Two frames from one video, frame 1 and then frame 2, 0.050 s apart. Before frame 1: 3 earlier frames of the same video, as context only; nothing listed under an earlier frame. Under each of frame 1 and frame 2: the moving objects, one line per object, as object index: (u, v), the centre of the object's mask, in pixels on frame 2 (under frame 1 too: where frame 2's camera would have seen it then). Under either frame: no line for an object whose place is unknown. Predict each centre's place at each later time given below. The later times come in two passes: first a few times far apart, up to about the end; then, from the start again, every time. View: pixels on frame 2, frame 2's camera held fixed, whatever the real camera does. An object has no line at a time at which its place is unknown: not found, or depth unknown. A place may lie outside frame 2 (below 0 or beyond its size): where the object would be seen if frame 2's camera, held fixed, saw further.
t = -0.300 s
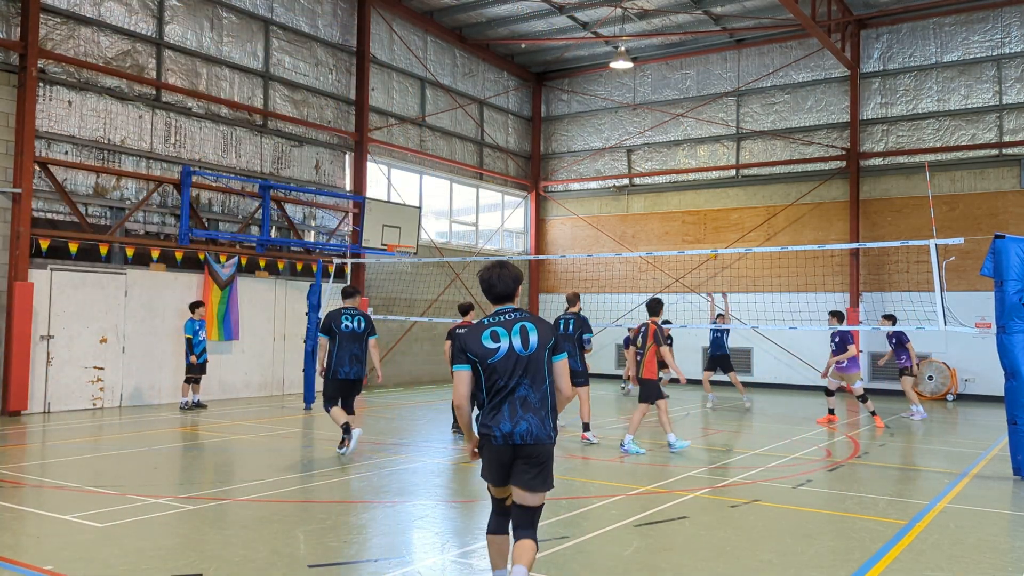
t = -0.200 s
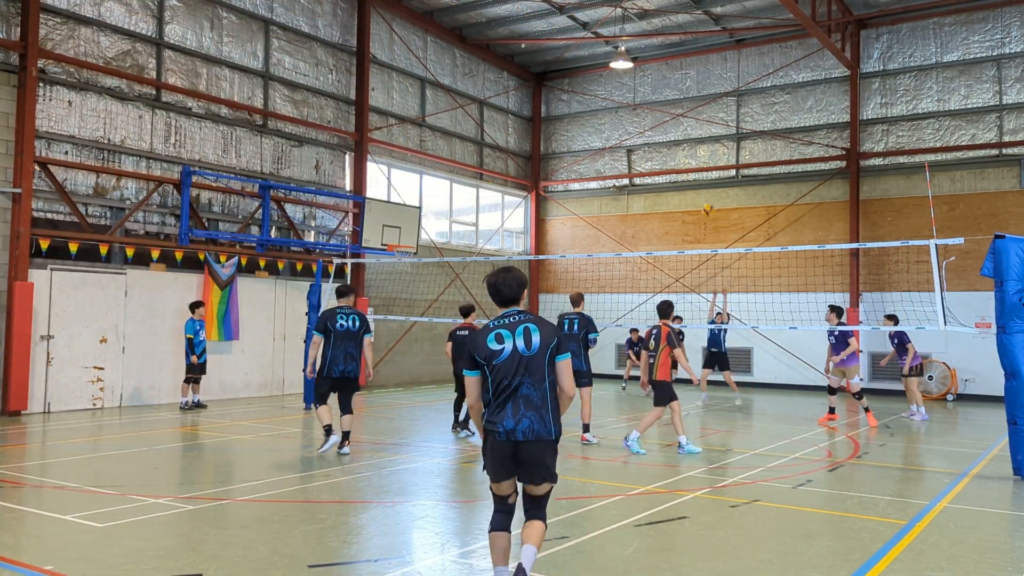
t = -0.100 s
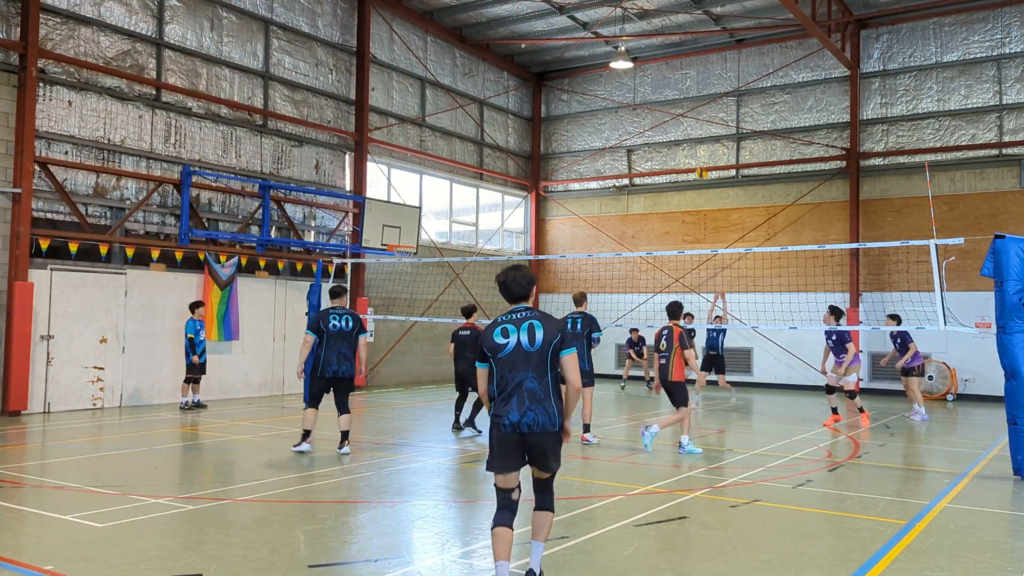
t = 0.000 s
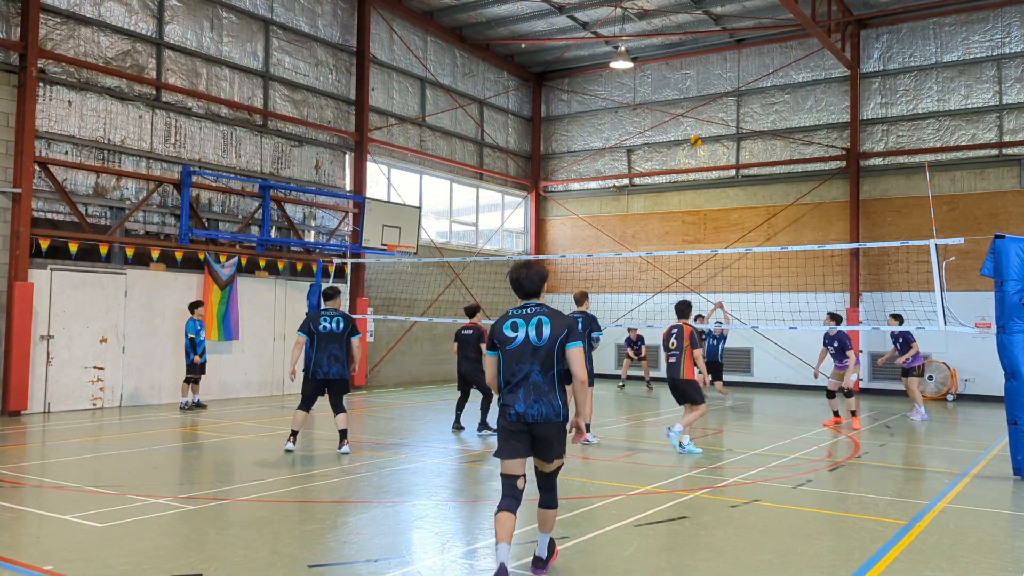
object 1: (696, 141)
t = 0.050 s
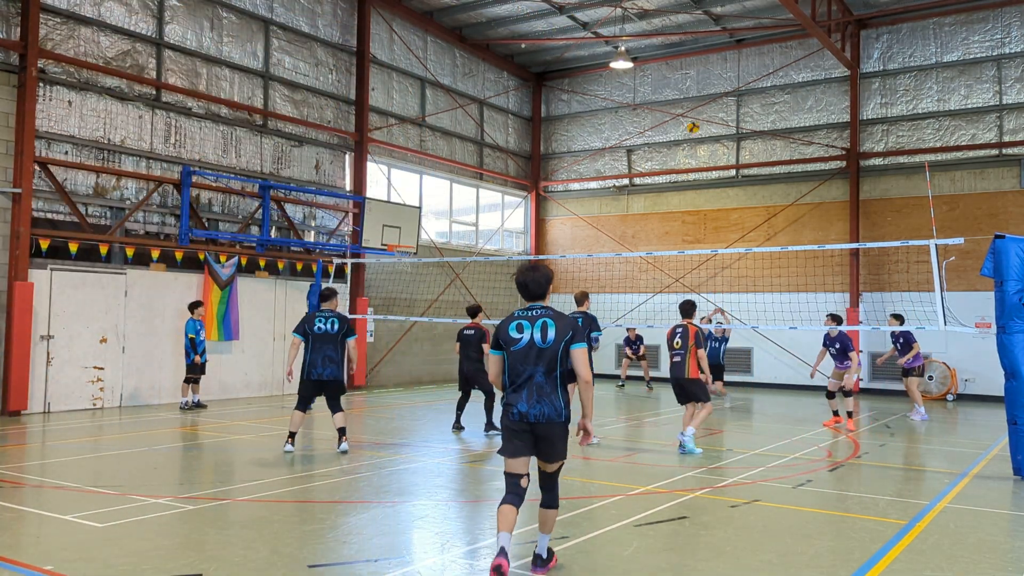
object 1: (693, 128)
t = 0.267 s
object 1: (680, 85)
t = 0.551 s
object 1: (662, 68)
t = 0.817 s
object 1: (644, 94)
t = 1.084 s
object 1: (627, 160)
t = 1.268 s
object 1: (614, 232)
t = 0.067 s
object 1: (692, 123)
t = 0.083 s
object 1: (691, 119)
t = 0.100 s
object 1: (690, 115)
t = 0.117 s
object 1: (689, 112)
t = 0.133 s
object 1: (688, 108)
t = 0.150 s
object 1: (687, 105)
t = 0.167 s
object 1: (686, 101)
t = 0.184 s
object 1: (685, 99)
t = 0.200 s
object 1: (684, 96)
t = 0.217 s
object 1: (683, 92)
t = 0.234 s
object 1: (682, 90)
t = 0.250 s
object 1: (681, 87)
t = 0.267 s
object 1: (680, 85)
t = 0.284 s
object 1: (679, 83)
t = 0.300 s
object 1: (678, 80)
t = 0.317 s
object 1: (677, 79)
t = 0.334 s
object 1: (676, 77)
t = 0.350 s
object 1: (675, 75)
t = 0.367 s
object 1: (674, 74)
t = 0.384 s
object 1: (672, 73)
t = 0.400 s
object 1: (672, 71)
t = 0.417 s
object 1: (671, 70)
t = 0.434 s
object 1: (669, 70)
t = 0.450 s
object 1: (668, 69)
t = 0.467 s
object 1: (667, 69)
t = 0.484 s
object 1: (667, 68)
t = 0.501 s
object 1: (665, 68)
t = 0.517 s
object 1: (664, 68)
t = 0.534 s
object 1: (663, 68)
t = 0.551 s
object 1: (662, 68)
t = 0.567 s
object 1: (661, 69)
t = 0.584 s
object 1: (660, 69)
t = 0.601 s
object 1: (659, 70)
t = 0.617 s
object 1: (657, 71)
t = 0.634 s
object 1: (656, 72)
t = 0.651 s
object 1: (655, 73)
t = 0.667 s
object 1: (654, 74)
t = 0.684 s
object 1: (653, 76)
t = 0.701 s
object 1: (652, 78)
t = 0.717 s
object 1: (650, 79)
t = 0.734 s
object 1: (650, 82)
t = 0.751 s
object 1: (649, 84)
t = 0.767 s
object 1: (648, 86)
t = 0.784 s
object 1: (646, 88)
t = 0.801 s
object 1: (645, 92)
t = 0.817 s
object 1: (644, 94)
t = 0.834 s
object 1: (643, 98)
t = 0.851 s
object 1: (642, 101)
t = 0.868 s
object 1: (641, 105)
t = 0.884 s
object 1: (639, 108)
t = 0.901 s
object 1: (639, 111)
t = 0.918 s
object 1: (637, 115)
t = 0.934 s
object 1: (636, 118)
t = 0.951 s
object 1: (635, 123)
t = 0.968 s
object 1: (634, 127)
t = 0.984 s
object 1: (633, 132)
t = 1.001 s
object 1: (631, 137)
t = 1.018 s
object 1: (630, 142)
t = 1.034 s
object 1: (629, 147)
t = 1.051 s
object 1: (629, 152)
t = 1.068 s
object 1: (627, 156)
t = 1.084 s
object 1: (627, 160)
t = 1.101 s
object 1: (625, 168)
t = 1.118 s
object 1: (624, 173)
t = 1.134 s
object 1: (623, 180)
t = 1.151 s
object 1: (621, 186)
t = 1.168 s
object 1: (620, 191)
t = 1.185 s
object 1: (619, 197)
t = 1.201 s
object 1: (618, 204)
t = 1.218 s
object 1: (617, 211)
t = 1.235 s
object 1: (616, 218)
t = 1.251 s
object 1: (614, 224)
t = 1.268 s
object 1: (614, 232)
